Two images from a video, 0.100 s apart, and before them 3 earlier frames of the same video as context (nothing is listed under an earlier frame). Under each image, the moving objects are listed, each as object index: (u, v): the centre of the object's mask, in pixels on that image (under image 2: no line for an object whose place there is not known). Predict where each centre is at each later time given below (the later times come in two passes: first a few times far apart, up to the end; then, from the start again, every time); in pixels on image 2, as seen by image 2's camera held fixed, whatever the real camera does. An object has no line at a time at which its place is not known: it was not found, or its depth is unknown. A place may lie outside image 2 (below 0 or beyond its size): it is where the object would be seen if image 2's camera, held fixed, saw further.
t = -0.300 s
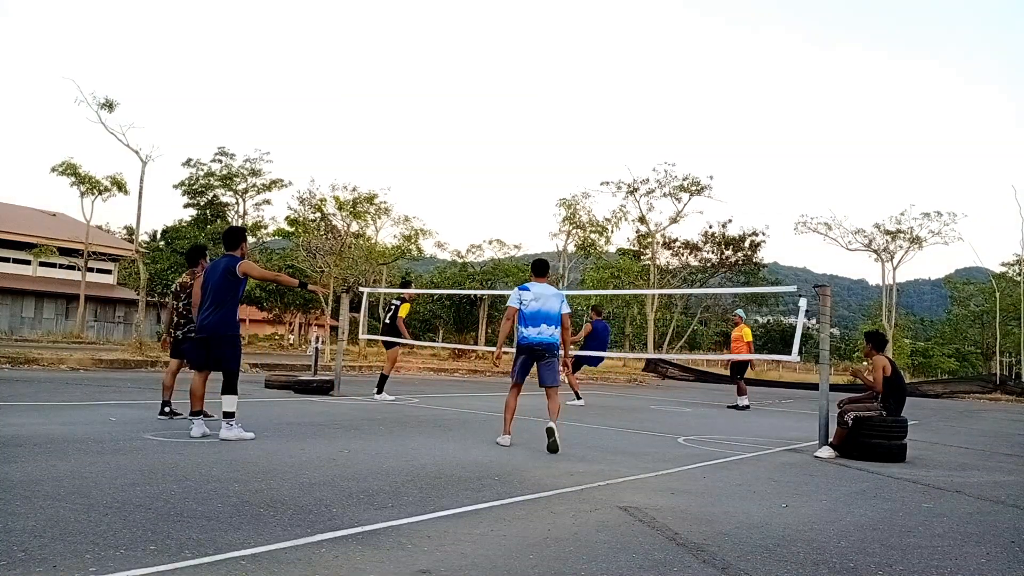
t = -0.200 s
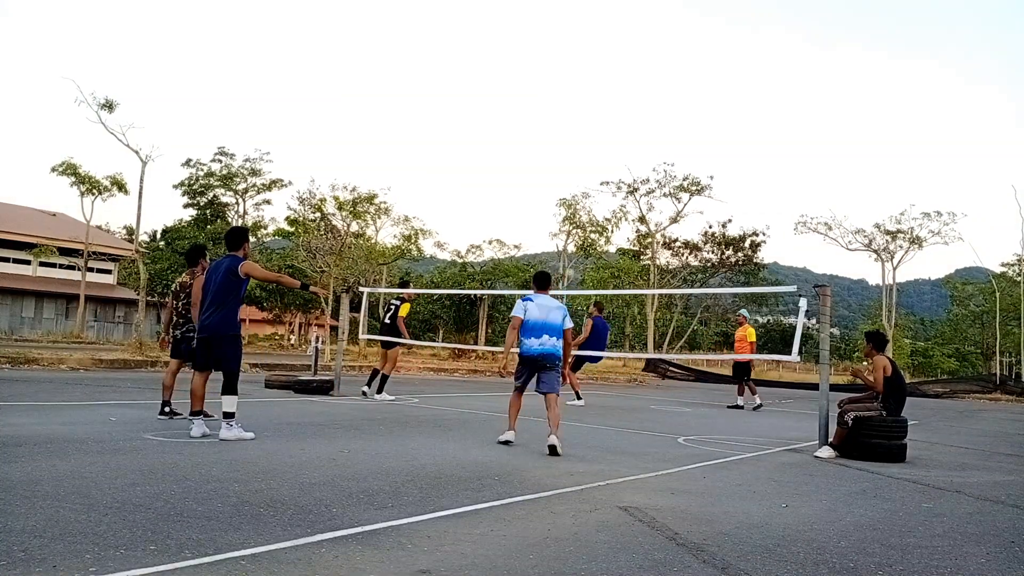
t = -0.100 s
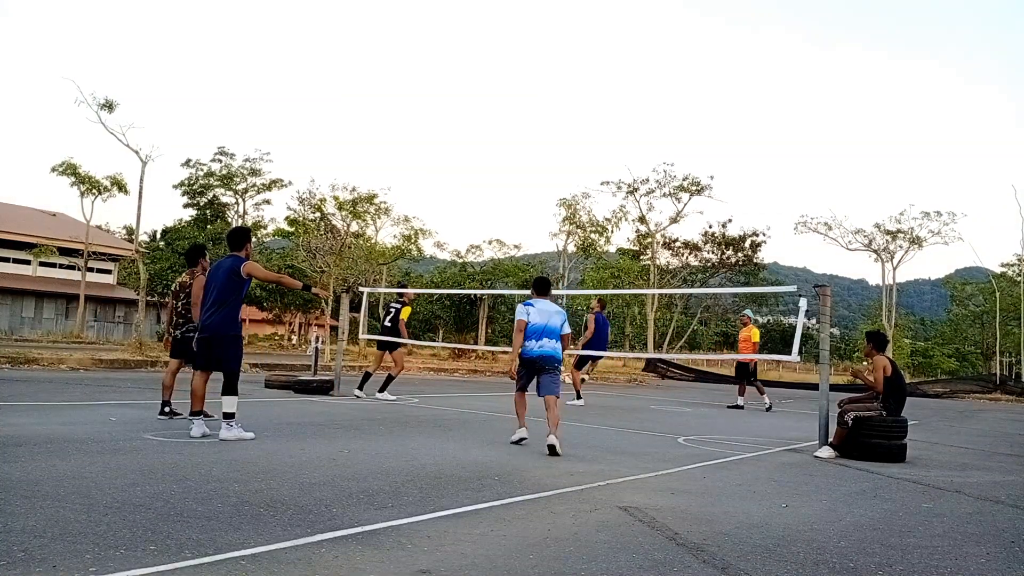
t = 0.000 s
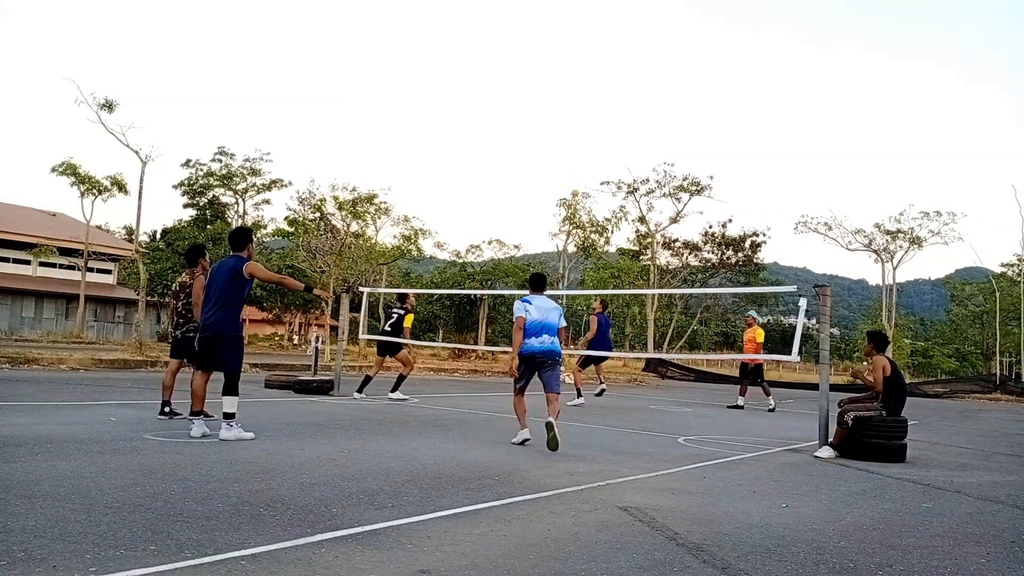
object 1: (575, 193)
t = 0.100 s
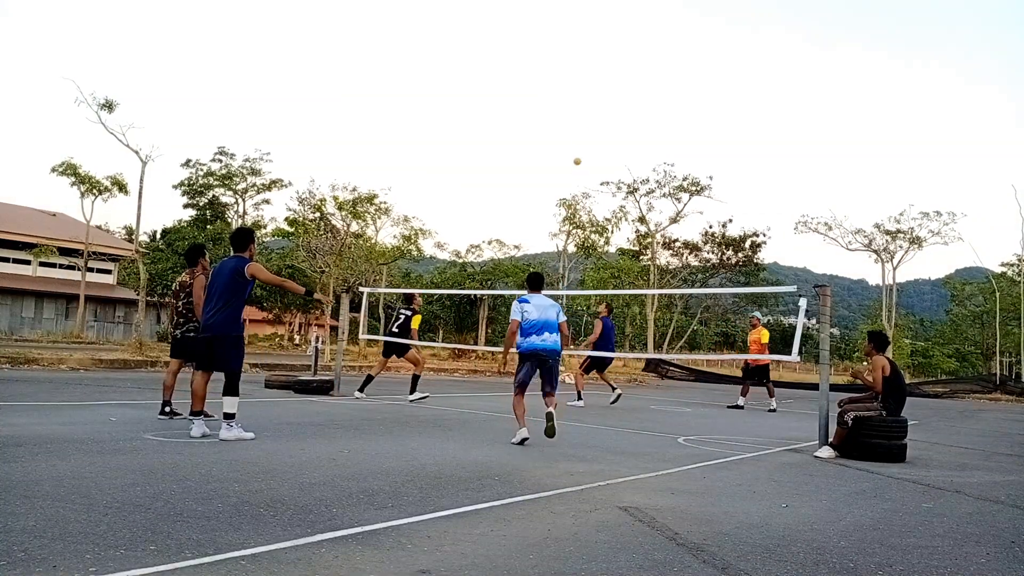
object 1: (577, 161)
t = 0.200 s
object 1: (579, 136)
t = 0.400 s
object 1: (581, 102)
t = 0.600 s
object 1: (582, 94)
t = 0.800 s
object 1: (581, 112)
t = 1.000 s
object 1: (578, 159)
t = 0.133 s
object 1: (577, 152)
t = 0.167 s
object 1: (578, 143)
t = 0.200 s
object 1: (579, 136)
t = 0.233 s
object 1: (579, 128)
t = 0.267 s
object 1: (580, 122)
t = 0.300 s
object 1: (580, 116)
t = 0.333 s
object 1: (581, 110)
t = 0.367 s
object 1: (581, 106)
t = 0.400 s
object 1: (581, 102)
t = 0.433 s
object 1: (582, 99)
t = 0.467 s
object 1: (582, 96)
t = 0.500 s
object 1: (582, 95)
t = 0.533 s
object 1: (582, 94)
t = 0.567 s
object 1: (582, 93)
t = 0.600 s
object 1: (582, 94)
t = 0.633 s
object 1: (582, 95)
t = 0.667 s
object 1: (582, 97)
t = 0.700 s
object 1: (582, 100)
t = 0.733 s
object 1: (581, 103)
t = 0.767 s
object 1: (581, 107)
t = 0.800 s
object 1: (581, 112)
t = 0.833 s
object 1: (580, 118)
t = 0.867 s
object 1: (580, 125)
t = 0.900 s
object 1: (580, 132)
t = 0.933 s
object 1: (579, 140)
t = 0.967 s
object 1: (578, 149)
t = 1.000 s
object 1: (578, 159)
